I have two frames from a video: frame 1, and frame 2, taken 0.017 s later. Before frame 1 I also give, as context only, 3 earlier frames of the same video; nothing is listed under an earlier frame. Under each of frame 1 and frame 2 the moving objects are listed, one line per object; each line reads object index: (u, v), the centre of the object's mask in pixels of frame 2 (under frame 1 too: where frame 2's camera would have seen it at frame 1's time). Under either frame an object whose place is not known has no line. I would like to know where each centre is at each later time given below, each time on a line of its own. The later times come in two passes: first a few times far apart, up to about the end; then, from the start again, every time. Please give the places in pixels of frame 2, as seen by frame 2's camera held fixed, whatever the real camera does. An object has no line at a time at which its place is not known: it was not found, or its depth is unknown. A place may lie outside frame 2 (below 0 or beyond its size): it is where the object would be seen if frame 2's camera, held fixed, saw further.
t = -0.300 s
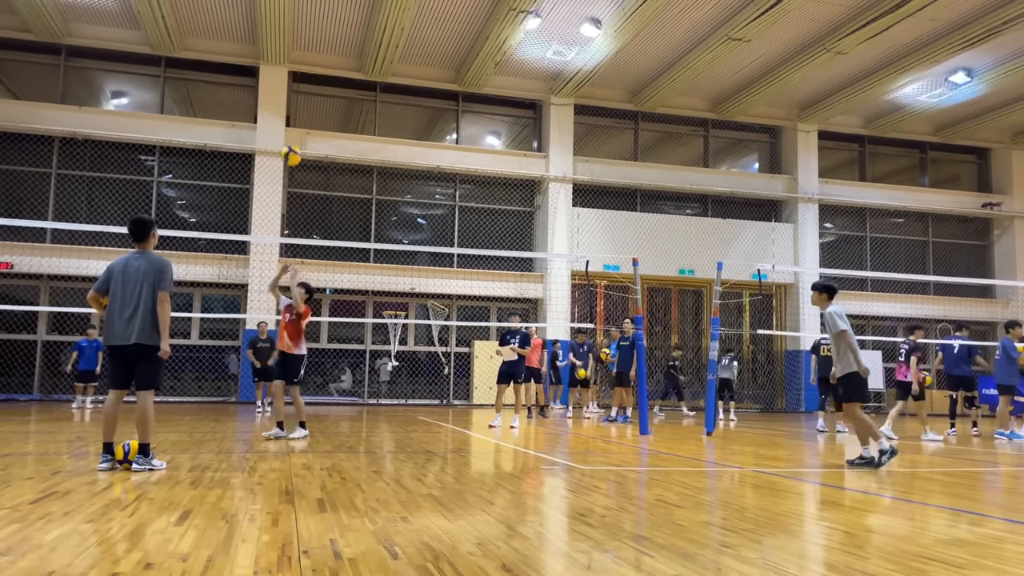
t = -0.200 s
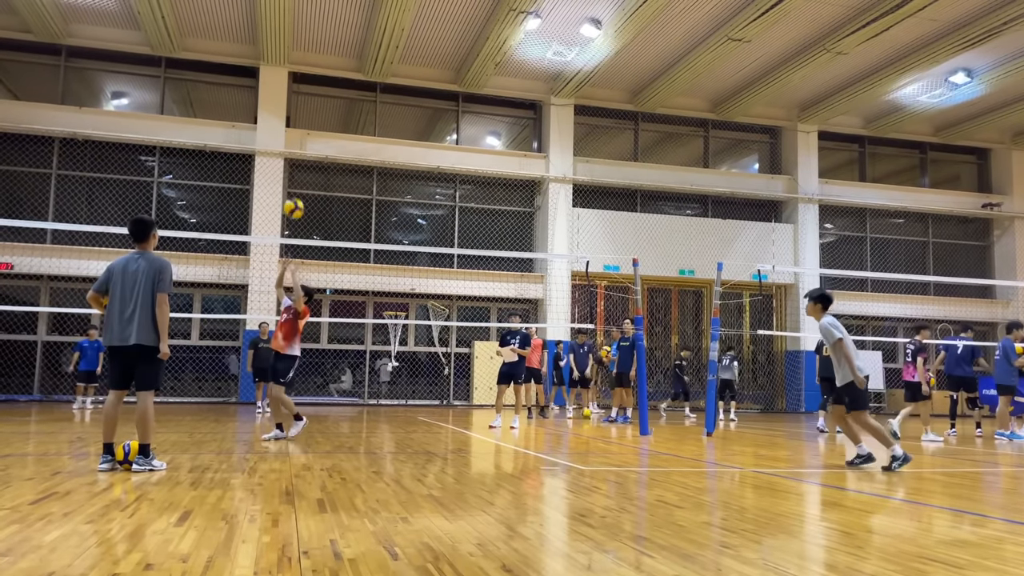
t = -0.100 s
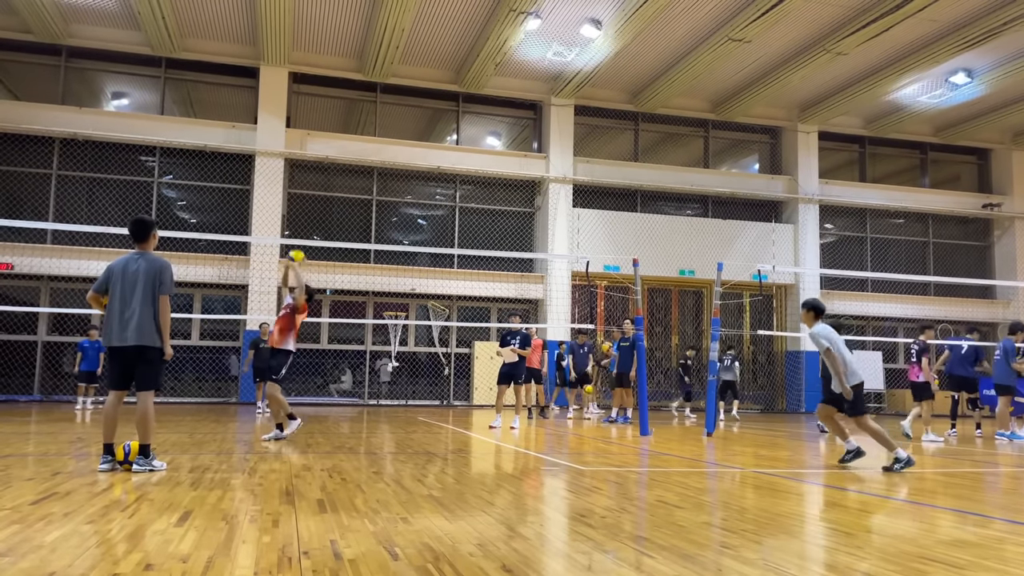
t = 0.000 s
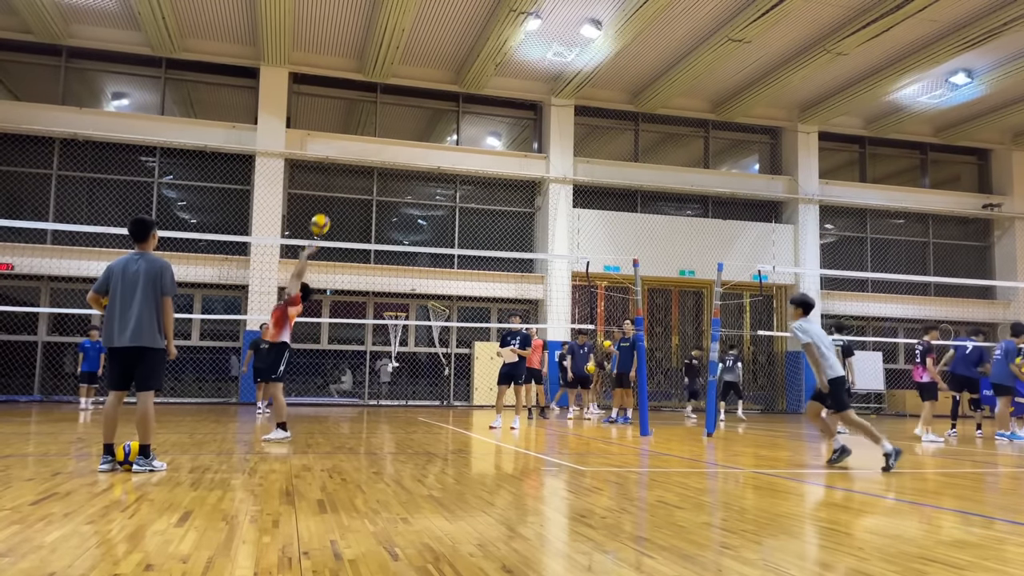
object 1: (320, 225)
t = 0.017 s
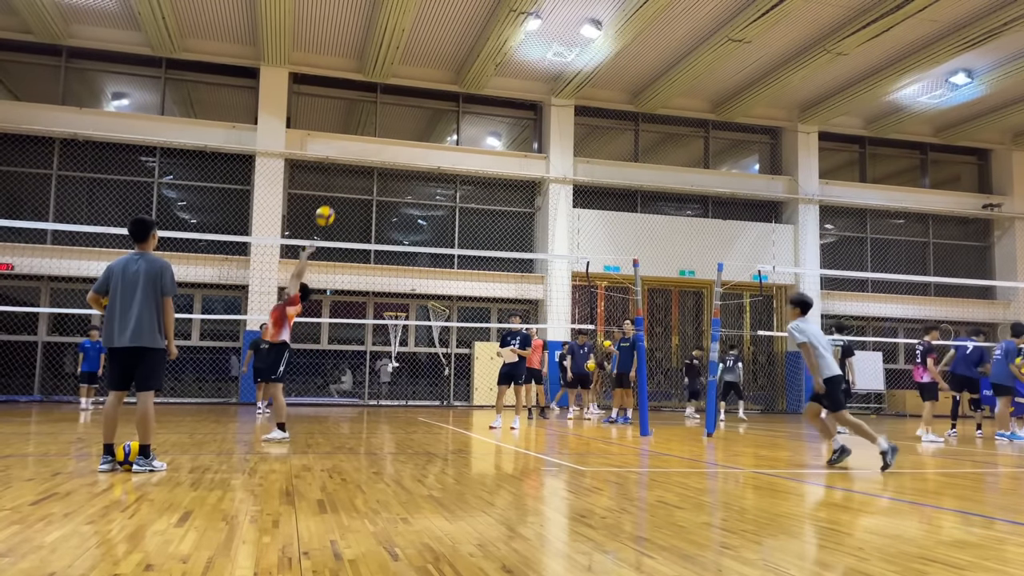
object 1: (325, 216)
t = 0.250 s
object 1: (385, 126)
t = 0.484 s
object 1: (438, 86)
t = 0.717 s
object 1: (487, 91)
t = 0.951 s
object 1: (530, 133)
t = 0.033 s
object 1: (329, 208)
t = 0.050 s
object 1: (334, 200)
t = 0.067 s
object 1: (338, 192)
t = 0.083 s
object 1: (343, 185)
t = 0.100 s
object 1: (347, 178)
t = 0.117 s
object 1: (352, 171)
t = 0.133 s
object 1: (356, 165)
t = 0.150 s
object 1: (360, 159)
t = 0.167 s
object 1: (365, 152)
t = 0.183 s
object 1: (368, 147)
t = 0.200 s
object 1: (373, 141)
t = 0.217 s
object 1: (377, 136)
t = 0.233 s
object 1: (381, 131)
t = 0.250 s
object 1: (385, 126)
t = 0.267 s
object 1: (389, 122)
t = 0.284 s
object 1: (393, 118)
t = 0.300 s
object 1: (397, 114)
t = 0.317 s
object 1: (401, 110)
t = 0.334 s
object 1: (405, 106)
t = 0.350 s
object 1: (408, 103)
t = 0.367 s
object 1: (413, 100)
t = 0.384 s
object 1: (416, 97)
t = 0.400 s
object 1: (420, 95)
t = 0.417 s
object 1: (424, 93)
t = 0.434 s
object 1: (427, 91)
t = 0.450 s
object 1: (431, 90)
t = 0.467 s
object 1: (435, 88)
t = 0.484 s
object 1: (438, 86)
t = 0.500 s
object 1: (442, 85)
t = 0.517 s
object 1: (446, 84)
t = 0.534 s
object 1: (449, 84)
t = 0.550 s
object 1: (453, 83)
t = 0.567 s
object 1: (456, 83)
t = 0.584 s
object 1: (459, 83)
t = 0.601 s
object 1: (463, 83)
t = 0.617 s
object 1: (467, 84)
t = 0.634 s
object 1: (470, 84)
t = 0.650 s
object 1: (473, 85)
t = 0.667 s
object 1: (477, 86)
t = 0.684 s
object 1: (480, 87)
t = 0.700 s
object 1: (483, 89)
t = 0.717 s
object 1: (487, 91)
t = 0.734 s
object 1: (490, 92)
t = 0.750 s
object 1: (493, 94)
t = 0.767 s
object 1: (496, 97)
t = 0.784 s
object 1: (500, 99)
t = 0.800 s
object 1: (502, 101)
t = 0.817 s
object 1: (506, 104)
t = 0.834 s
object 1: (509, 107)
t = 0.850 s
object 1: (512, 110)
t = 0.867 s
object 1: (515, 114)
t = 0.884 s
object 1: (518, 117)
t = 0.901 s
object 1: (521, 121)
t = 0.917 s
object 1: (524, 125)
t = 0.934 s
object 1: (527, 129)
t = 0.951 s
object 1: (530, 133)
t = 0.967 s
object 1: (533, 138)
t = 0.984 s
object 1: (536, 143)
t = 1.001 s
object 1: (539, 148)
